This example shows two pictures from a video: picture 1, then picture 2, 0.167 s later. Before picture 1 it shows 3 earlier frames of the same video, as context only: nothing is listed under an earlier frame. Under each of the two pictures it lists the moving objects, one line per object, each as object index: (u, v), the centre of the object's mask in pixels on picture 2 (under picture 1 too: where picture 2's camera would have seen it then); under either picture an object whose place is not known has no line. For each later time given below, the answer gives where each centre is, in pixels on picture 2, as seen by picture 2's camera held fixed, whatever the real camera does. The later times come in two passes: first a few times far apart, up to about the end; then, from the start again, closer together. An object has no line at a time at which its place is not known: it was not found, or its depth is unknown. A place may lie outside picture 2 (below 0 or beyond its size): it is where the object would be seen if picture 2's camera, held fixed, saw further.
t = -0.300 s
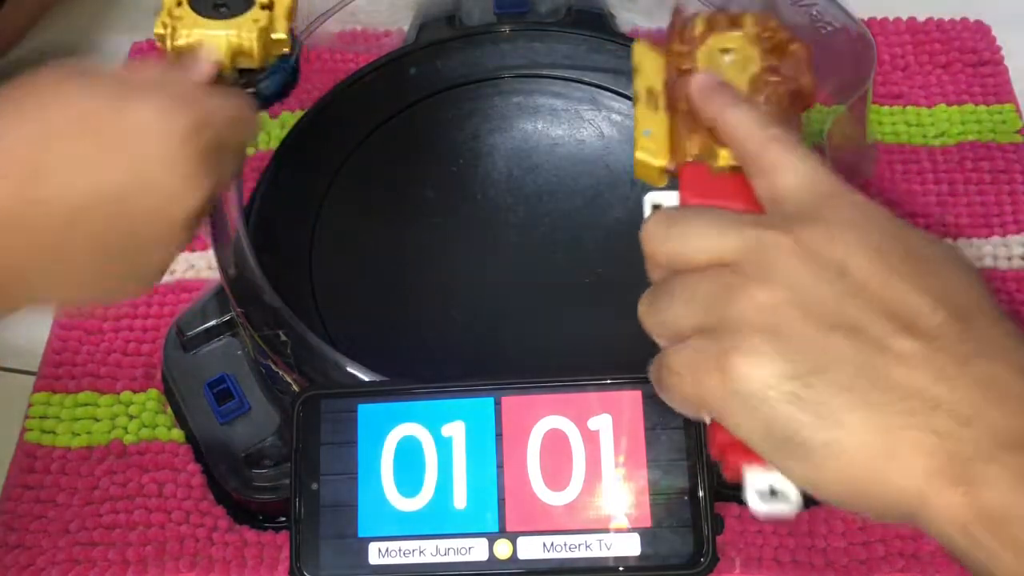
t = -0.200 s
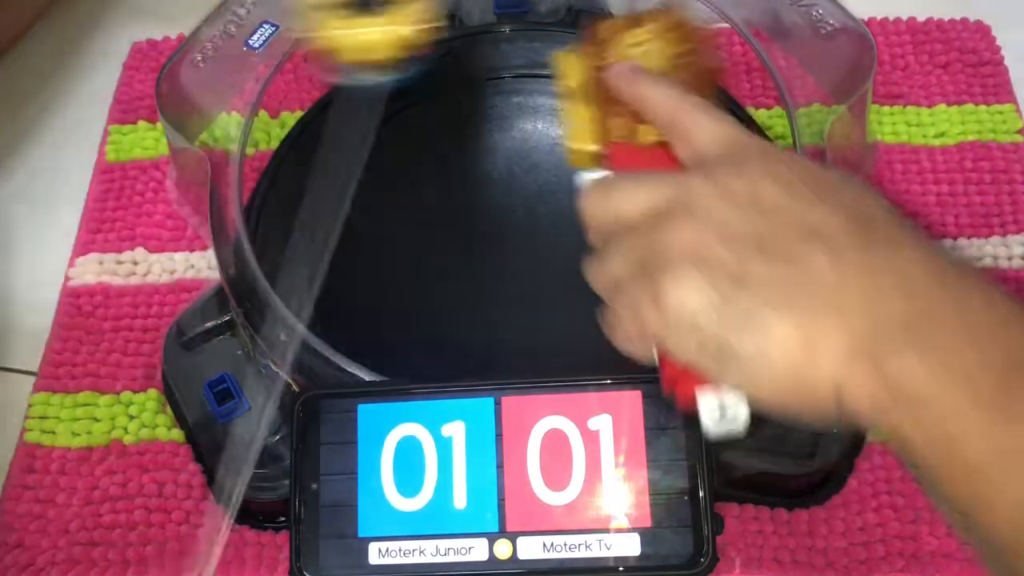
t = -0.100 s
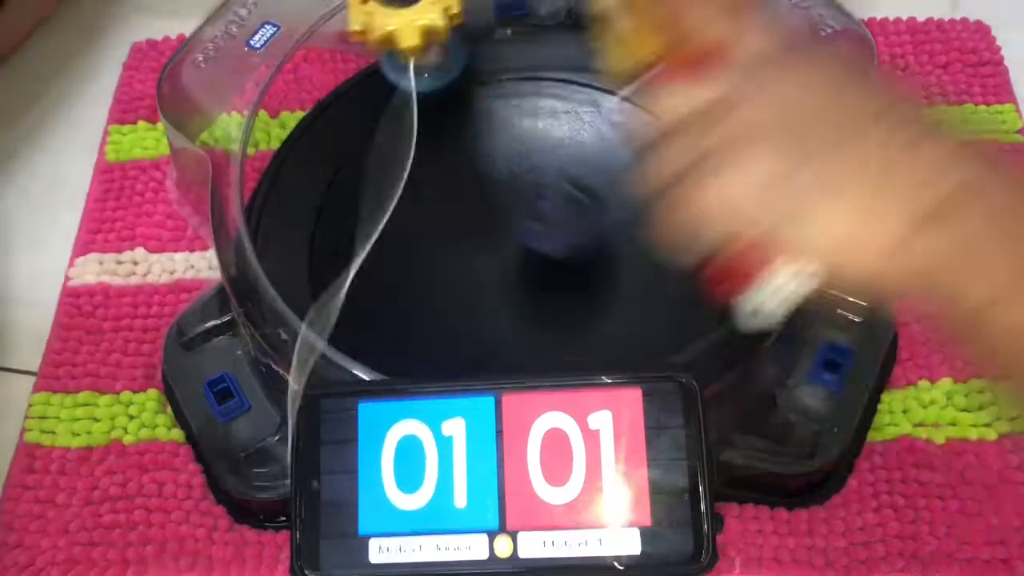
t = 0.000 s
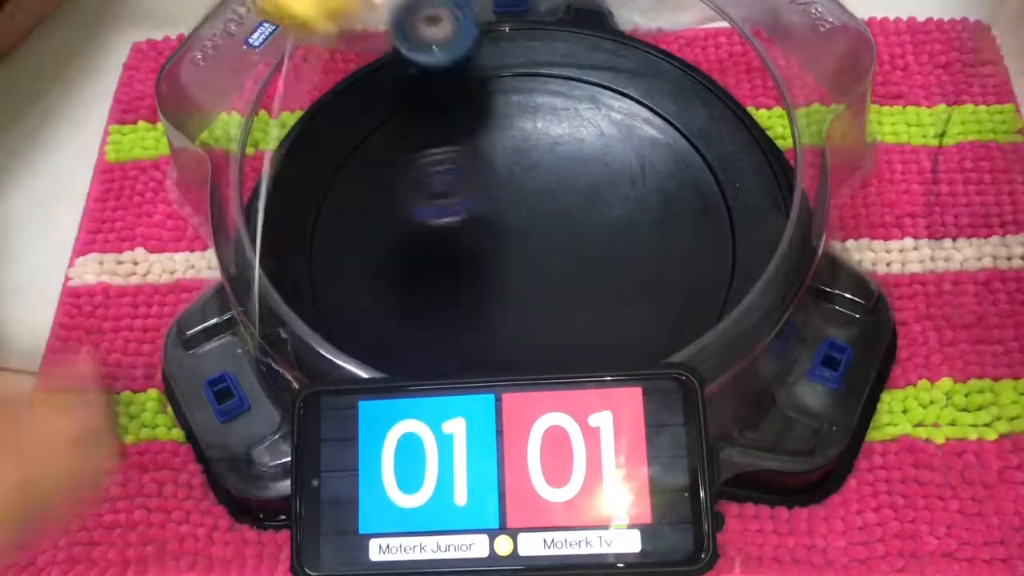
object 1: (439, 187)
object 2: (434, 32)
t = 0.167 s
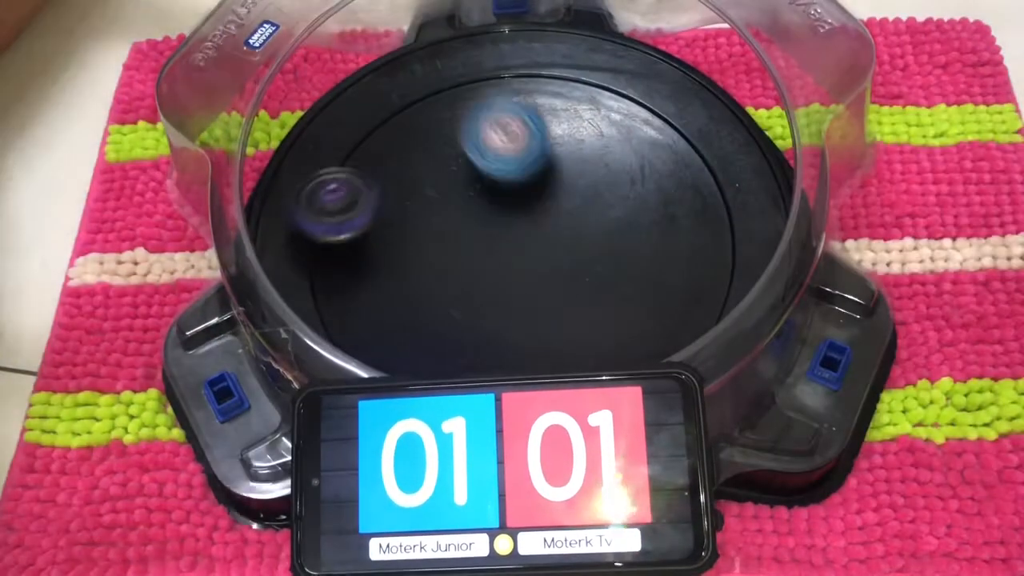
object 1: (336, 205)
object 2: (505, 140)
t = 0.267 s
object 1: (329, 238)
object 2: (559, 227)
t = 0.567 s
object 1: (437, 321)
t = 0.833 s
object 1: (387, 147)
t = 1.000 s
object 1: (401, 150)
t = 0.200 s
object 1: (327, 215)
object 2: (524, 168)
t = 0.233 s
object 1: (325, 225)
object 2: (543, 200)
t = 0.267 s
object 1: (329, 238)
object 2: (559, 227)
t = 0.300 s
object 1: (335, 253)
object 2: (574, 256)
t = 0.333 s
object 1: (347, 270)
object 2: (584, 286)
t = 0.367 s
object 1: (361, 288)
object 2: (589, 313)
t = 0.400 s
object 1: (379, 307)
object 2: (588, 330)
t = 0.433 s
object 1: (399, 326)
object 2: (583, 342)
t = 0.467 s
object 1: (419, 339)
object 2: (571, 351)
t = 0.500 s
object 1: (441, 348)
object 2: (555, 358)
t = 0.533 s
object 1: (446, 343)
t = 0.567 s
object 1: (437, 321)
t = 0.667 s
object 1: (407, 237)
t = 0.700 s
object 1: (402, 214)
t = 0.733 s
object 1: (396, 192)
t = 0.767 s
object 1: (389, 172)
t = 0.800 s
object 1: (388, 158)
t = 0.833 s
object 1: (387, 147)
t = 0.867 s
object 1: (386, 140)
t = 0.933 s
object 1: (391, 139)
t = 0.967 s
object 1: (396, 143)
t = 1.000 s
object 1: (401, 150)
